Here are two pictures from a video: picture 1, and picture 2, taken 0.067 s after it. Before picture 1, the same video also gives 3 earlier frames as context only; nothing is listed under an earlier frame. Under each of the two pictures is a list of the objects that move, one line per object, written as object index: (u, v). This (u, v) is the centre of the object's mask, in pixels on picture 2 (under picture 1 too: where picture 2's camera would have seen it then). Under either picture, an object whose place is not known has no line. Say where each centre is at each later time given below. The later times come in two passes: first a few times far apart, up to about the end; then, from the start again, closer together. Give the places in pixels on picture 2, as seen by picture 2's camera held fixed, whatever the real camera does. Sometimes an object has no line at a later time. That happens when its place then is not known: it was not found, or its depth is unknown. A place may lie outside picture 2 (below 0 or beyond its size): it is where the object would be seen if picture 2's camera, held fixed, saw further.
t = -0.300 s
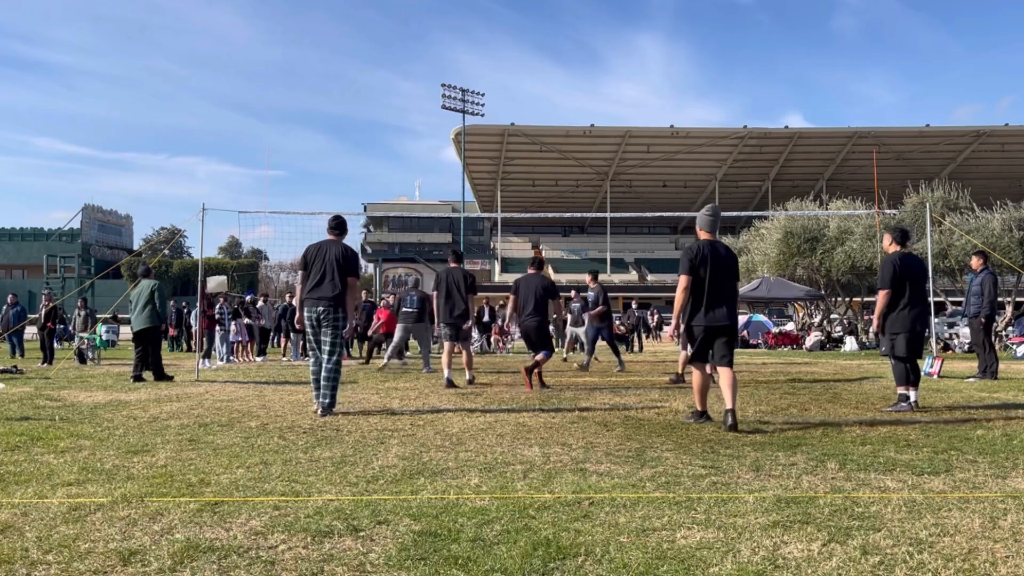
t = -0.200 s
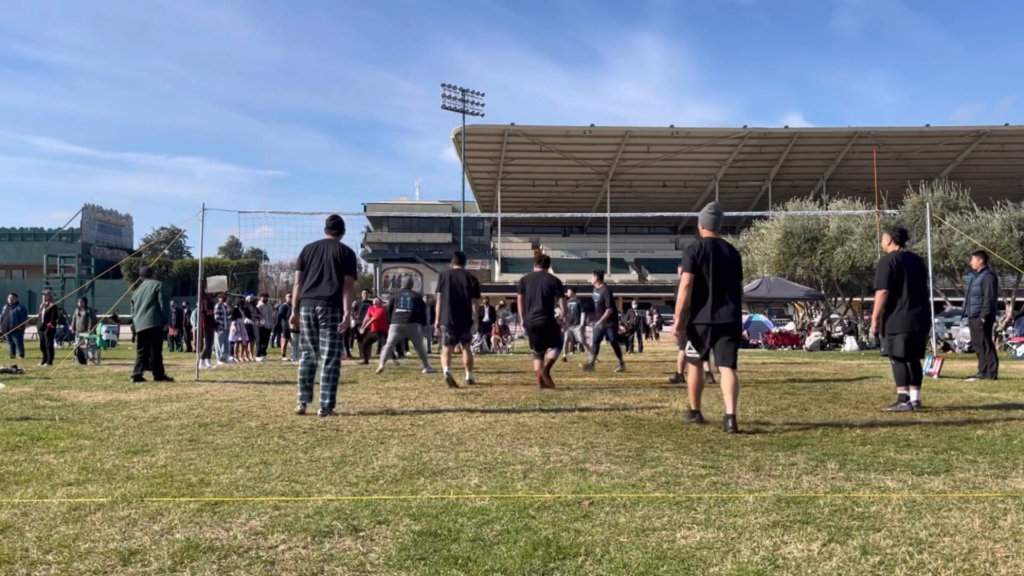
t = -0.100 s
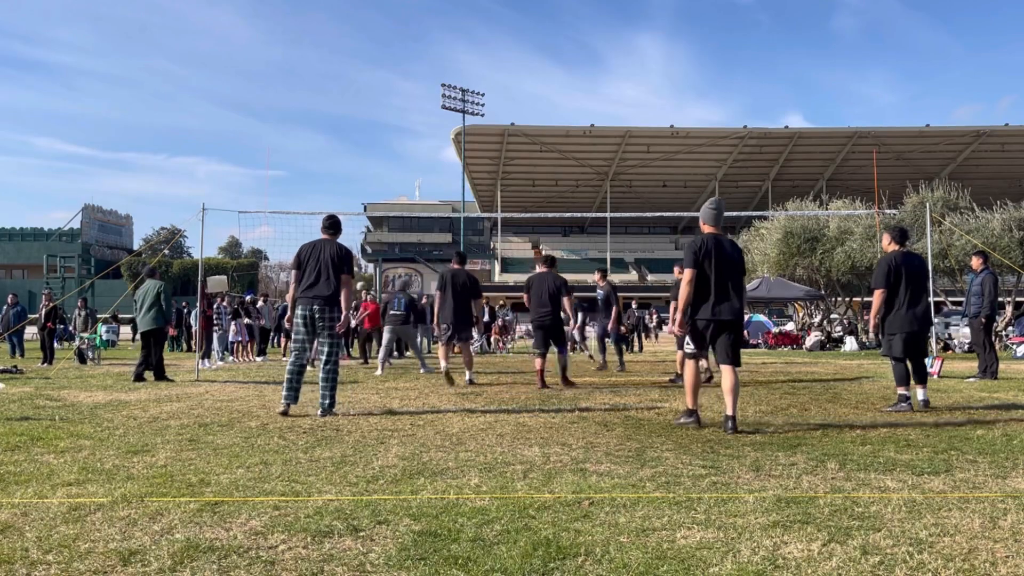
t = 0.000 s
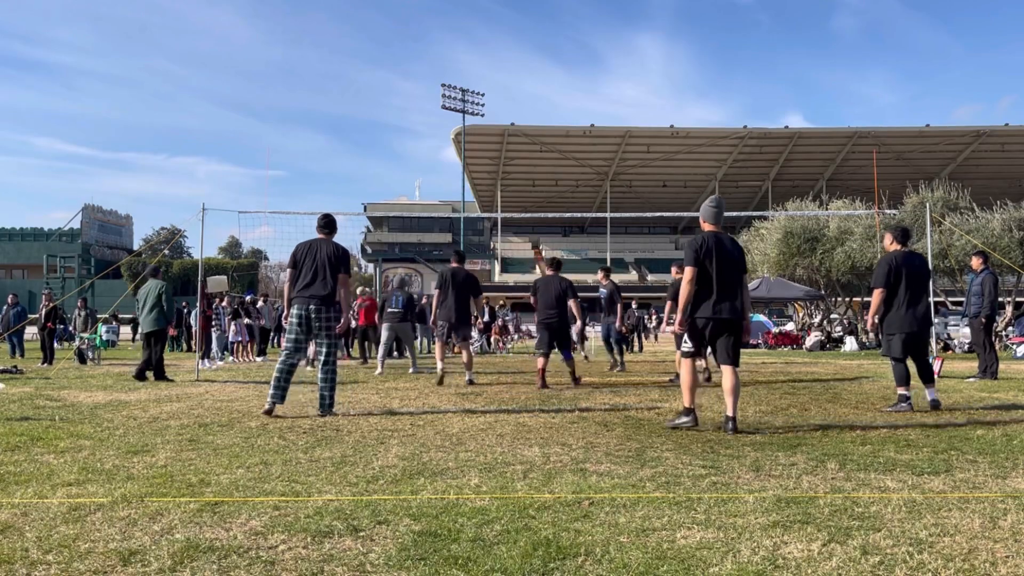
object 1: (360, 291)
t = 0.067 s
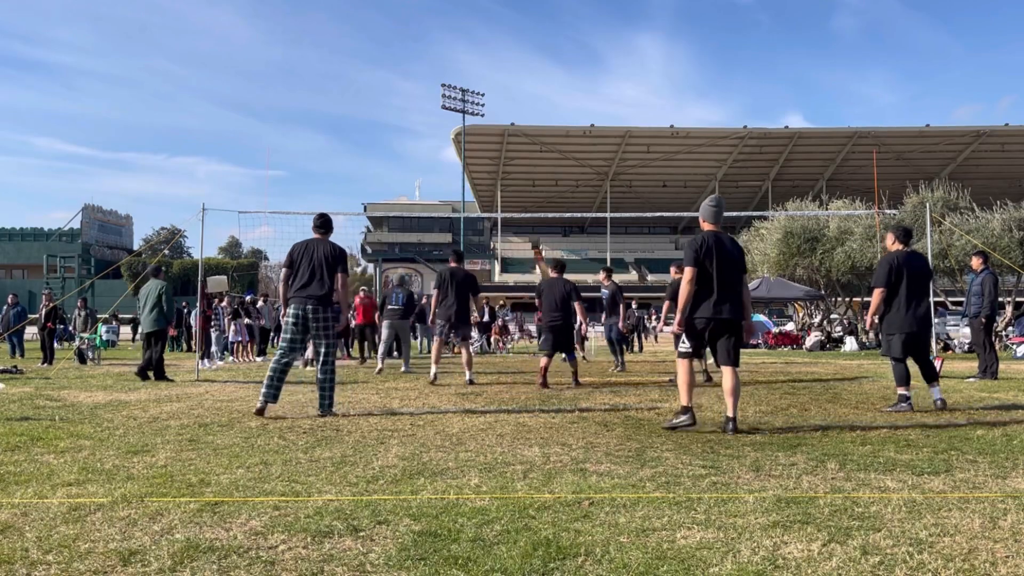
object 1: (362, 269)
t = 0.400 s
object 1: (364, 196)
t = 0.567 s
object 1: (364, 178)
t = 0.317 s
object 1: (363, 209)
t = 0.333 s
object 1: (363, 207)
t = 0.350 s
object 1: (363, 204)
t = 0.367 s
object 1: (363, 201)
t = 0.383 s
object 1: (364, 199)
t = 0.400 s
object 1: (364, 196)
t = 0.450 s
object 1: (364, 189)
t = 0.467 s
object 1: (364, 187)
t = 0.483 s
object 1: (364, 185)
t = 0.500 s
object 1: (364, 183)
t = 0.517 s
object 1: (364, 182)
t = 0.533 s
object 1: (364, 180)
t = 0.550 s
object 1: (364, 179)
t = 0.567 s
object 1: (364, 178)
